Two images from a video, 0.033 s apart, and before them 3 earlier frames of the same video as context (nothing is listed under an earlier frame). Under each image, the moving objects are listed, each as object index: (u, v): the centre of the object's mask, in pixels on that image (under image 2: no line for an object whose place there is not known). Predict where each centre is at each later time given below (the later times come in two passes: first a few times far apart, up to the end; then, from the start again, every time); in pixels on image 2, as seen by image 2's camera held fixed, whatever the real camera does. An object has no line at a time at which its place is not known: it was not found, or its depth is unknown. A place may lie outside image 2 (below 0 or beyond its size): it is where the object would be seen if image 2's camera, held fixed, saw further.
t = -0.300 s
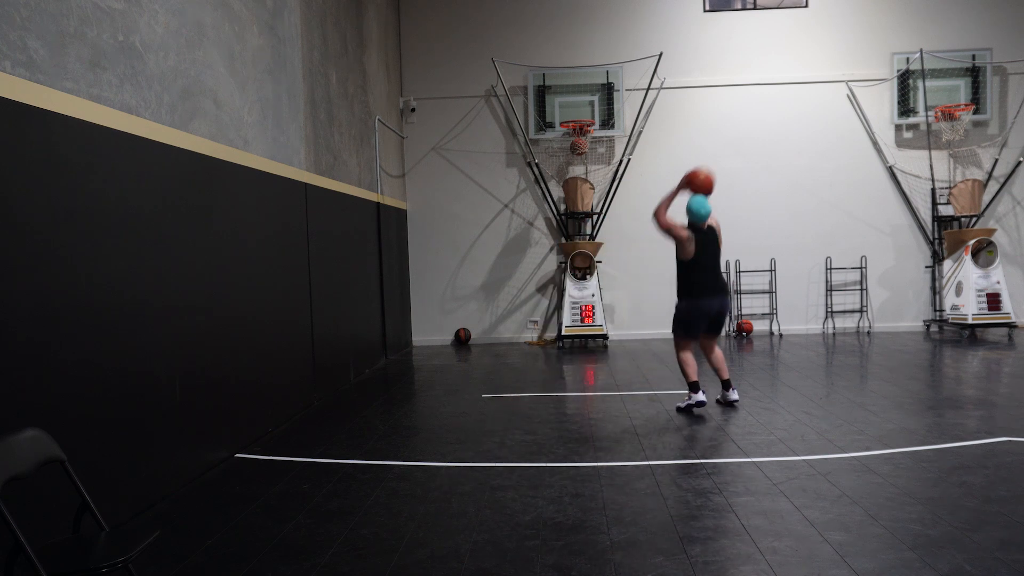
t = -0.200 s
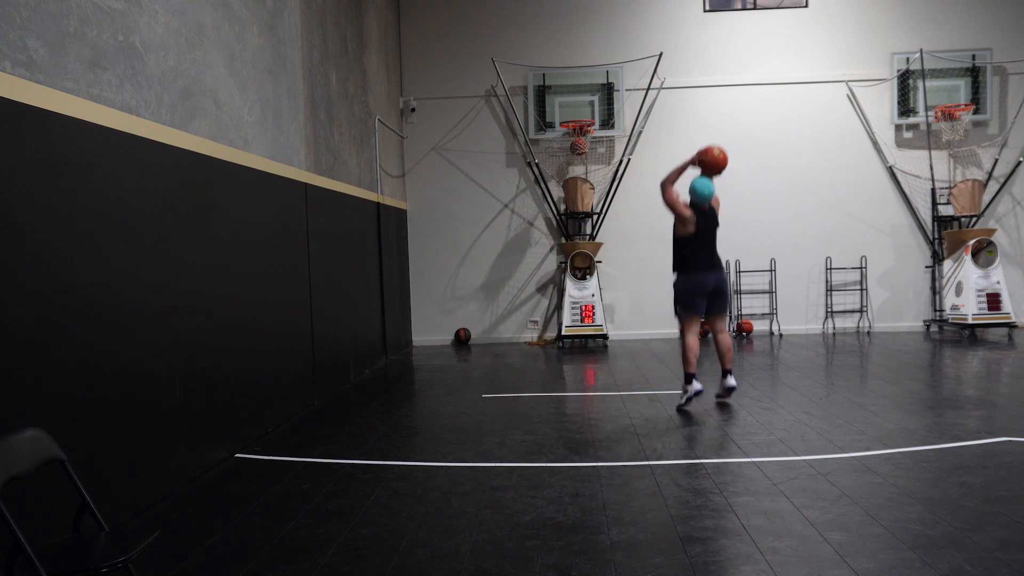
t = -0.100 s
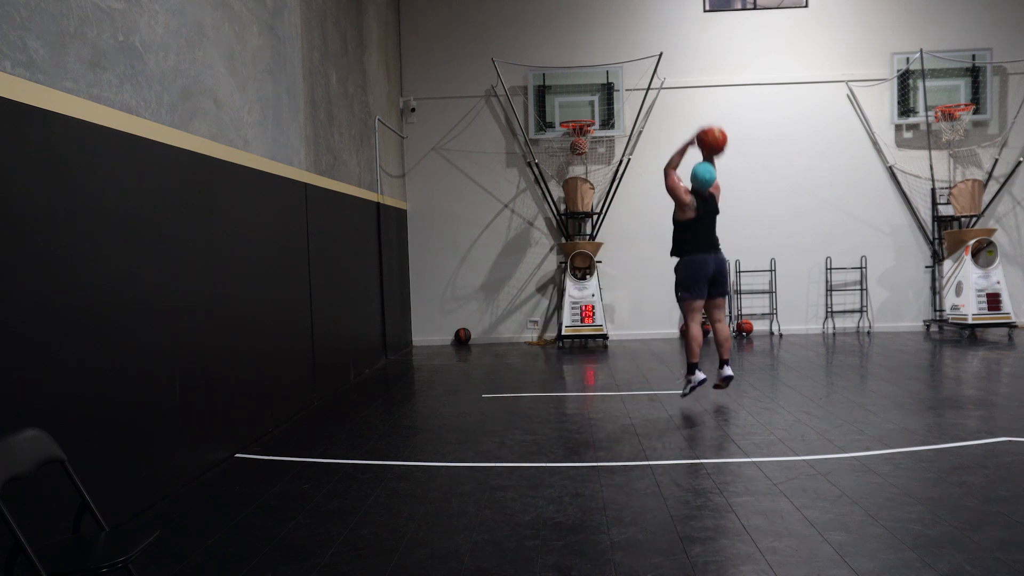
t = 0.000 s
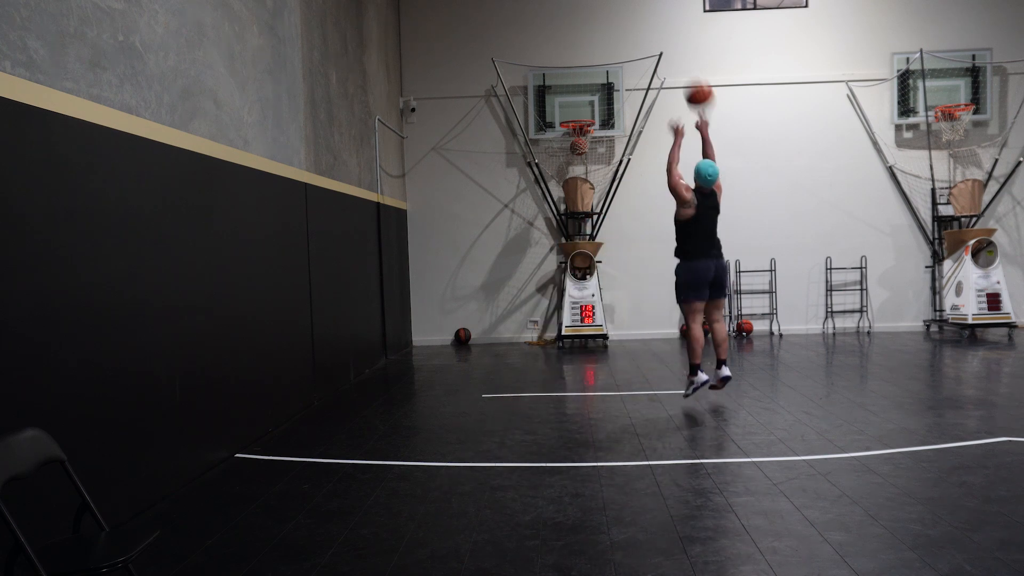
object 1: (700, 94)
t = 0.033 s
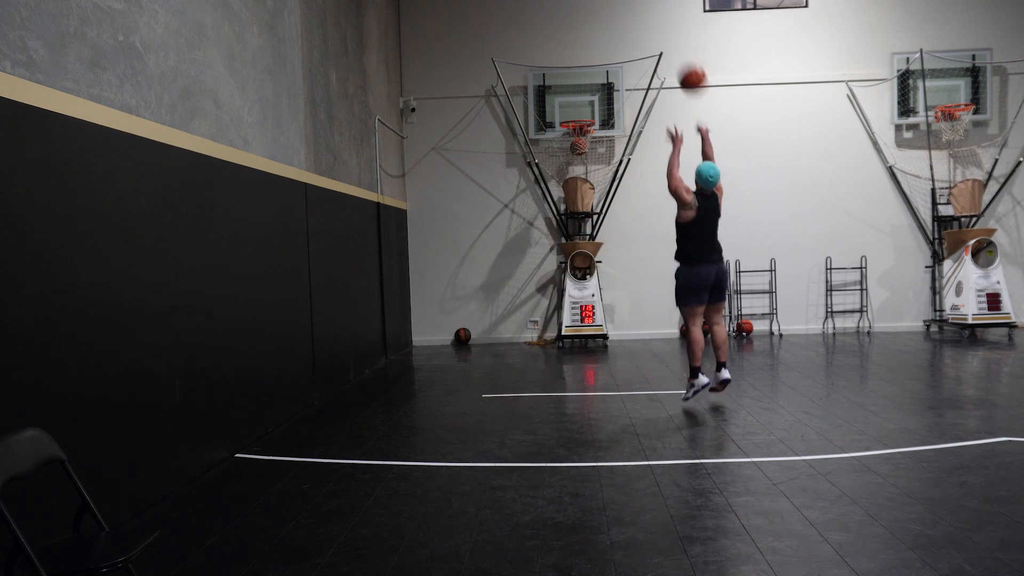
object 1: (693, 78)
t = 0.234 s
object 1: (657, 16)
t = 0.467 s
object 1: (627, 7)
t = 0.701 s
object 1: (605, 40)
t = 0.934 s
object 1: (589, 108)
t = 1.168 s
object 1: (555, 112)
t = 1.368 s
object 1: (521, 124)
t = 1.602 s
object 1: (513, 130)
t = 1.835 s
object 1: (551, 124)
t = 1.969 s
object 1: (556, 137)
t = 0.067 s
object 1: (686, 64)
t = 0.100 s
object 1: (679, 50)
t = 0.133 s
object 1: (673, 39)
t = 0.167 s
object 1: (668, 31)
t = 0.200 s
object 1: (662, 23)
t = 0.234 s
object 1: (657, 16)
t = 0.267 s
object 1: (652, 12)
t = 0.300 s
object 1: (647, 9)
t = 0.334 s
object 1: (643, 7)
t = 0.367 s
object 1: (638, 7)
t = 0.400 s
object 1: (634, 6)
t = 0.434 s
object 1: (630, 7)
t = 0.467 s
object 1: (627, 7)
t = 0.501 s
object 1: (623, 9)
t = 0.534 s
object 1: (620, 11)
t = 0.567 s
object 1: (617, 16)
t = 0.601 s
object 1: (614, 20)
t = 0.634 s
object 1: (611, 27)
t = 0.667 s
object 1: (608, 33)
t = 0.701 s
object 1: (605, 40)
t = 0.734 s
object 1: (603, 48)
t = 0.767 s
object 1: (600, 56)
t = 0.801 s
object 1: (597, 66)
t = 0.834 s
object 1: (596, 76)
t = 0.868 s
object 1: (594, 86)
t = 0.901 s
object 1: (592, 97)
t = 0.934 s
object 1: (589, 108)
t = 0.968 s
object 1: (587, 113)
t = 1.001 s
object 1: (584, 115)
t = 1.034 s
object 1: (579, 116)
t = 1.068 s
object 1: (572, 115)
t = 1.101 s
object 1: (566, 115)
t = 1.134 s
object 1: (560, 113)
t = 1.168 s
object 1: (555, 112)
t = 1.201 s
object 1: (549, 112)
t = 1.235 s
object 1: (544, 113)
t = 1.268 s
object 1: (539, 114)
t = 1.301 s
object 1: (533, 116)
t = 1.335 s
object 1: (528, 119)
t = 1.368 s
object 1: (521, 124)
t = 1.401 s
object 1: (515, 128)
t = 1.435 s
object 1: (512, 131)
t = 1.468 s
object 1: (508, 133)
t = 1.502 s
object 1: (506, 134)
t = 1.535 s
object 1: (507, 133)
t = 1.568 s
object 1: (509, 132)
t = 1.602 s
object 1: (513, 130)
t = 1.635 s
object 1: (517, 128)
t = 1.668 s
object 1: (524, 126)
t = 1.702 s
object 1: (530, 124)
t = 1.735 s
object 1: (535, 123)
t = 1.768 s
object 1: (540, 123)
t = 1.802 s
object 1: (546, 123)
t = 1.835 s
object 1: (551, 124)
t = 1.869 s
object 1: (556, 126)
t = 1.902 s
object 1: (556, 129)
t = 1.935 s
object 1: (556, 133)
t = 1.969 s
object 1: (556, 137)
